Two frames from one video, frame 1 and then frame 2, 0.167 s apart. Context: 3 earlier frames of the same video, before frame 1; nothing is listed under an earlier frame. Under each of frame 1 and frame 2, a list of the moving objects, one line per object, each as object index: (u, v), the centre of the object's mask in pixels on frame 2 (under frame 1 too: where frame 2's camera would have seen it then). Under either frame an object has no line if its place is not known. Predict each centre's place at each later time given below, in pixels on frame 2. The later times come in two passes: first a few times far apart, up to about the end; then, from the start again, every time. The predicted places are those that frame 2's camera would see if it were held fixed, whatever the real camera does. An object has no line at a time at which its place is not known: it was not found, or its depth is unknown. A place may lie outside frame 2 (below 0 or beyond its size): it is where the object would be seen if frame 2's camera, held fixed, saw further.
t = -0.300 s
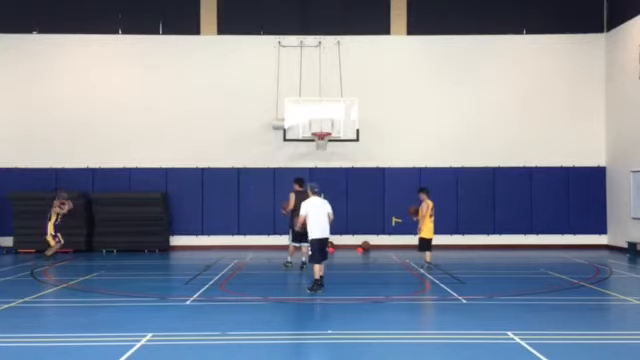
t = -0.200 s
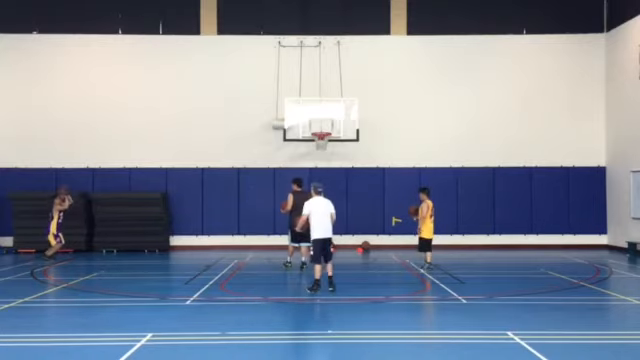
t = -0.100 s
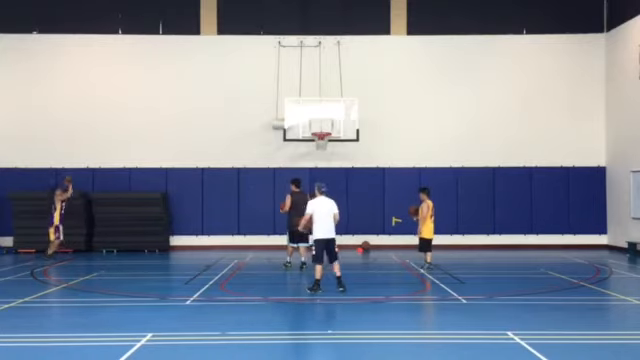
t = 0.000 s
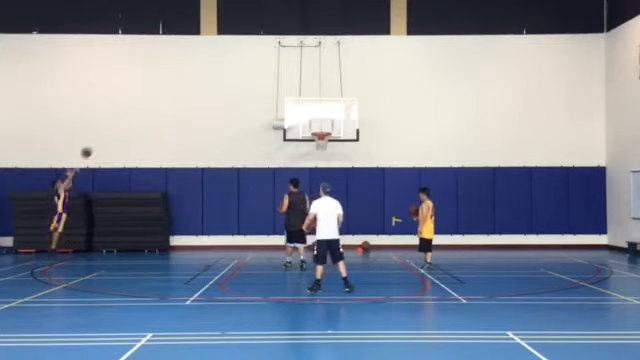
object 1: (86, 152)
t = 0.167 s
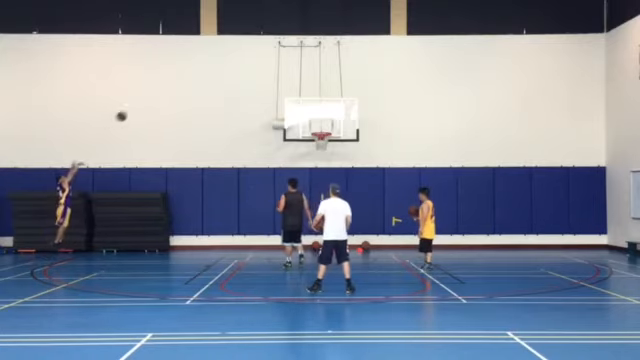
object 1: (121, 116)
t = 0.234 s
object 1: (135, 104)
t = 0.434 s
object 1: (176, 81)
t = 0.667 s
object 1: (223, 74)
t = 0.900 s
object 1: (269, 89)
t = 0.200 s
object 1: (128, 110)
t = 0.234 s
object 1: (135, 104)
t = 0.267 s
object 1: (142, 99)
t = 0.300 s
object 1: (148, 95)
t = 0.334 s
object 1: (155, 91)
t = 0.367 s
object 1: (162, 87)
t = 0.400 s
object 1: (169, 84)
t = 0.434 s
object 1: (176, 81)
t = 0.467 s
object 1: (183, 79)
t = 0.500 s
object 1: (189, 77)
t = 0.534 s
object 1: (196, 75)
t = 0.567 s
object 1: (203, 74)
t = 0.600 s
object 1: (209, 74)
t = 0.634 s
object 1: (216, 74)
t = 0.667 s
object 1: (223, 74)
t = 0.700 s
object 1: (229, 75)
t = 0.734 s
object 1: (236, 76)
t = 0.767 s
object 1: (242, 78)
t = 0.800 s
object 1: (249, 80)
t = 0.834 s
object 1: (256, 82)
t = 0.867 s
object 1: (262, 85)
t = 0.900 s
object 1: (269, 89)
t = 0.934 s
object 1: (275, 92)
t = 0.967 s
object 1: (282, 97)
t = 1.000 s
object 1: (288, 101)
